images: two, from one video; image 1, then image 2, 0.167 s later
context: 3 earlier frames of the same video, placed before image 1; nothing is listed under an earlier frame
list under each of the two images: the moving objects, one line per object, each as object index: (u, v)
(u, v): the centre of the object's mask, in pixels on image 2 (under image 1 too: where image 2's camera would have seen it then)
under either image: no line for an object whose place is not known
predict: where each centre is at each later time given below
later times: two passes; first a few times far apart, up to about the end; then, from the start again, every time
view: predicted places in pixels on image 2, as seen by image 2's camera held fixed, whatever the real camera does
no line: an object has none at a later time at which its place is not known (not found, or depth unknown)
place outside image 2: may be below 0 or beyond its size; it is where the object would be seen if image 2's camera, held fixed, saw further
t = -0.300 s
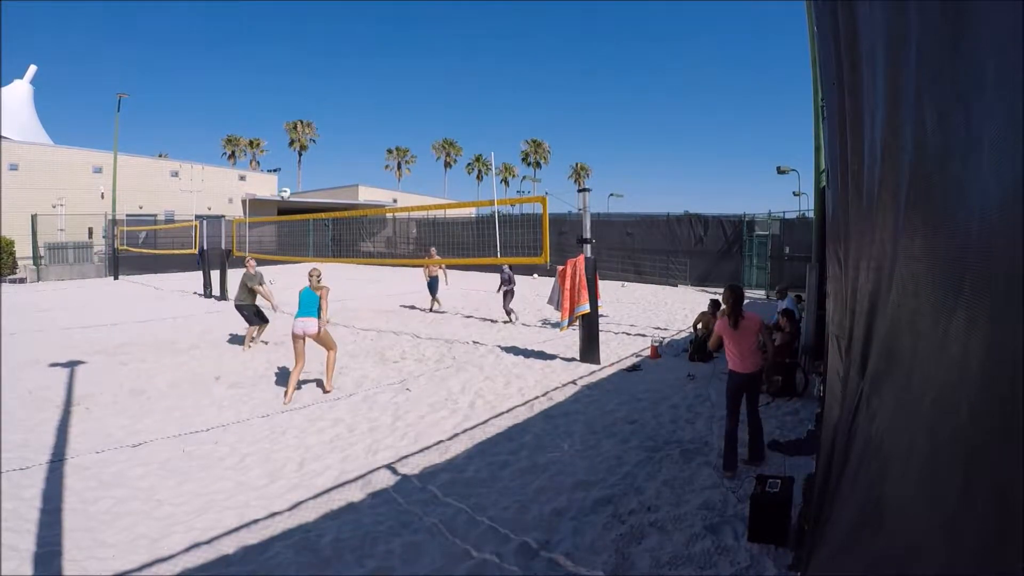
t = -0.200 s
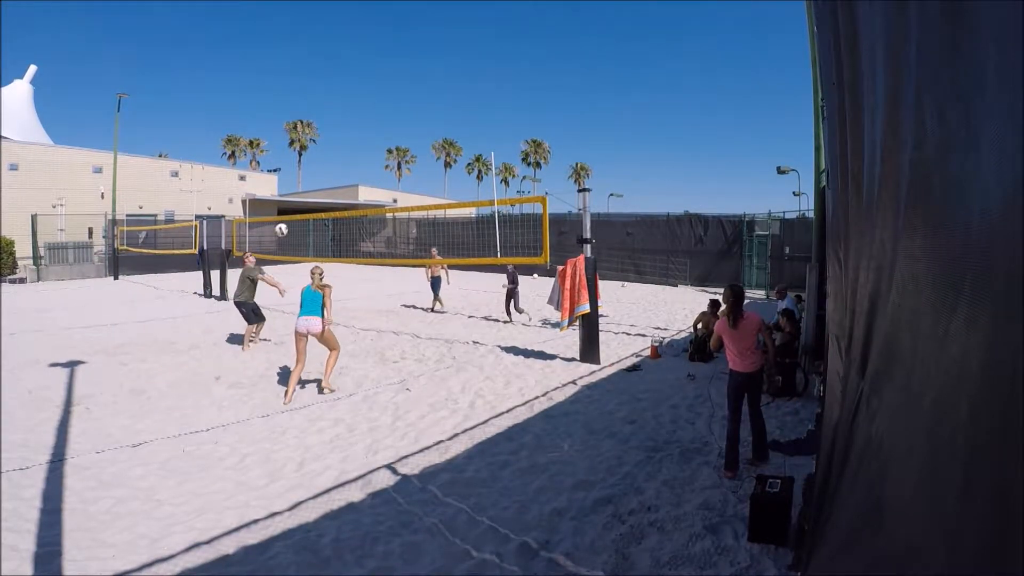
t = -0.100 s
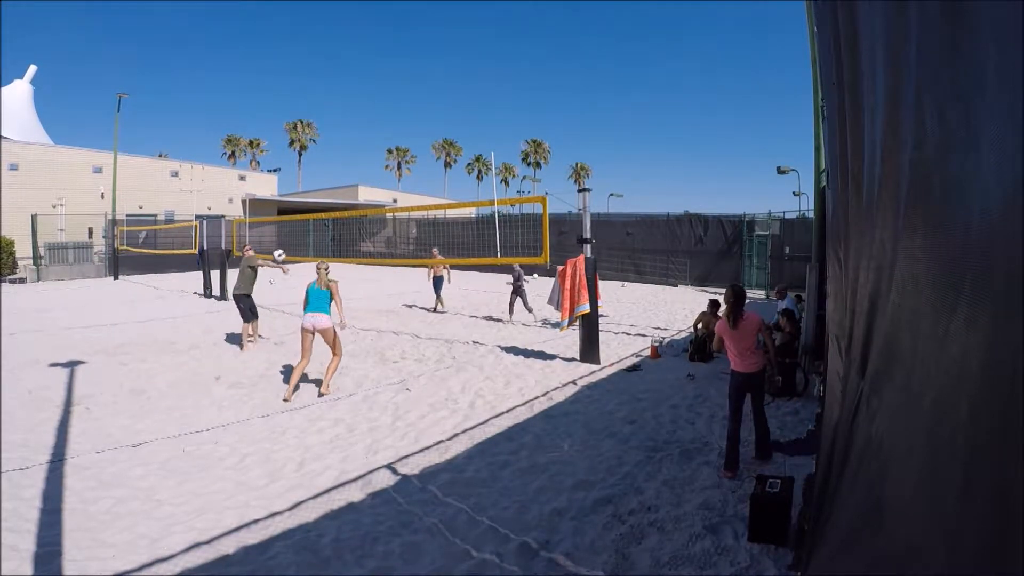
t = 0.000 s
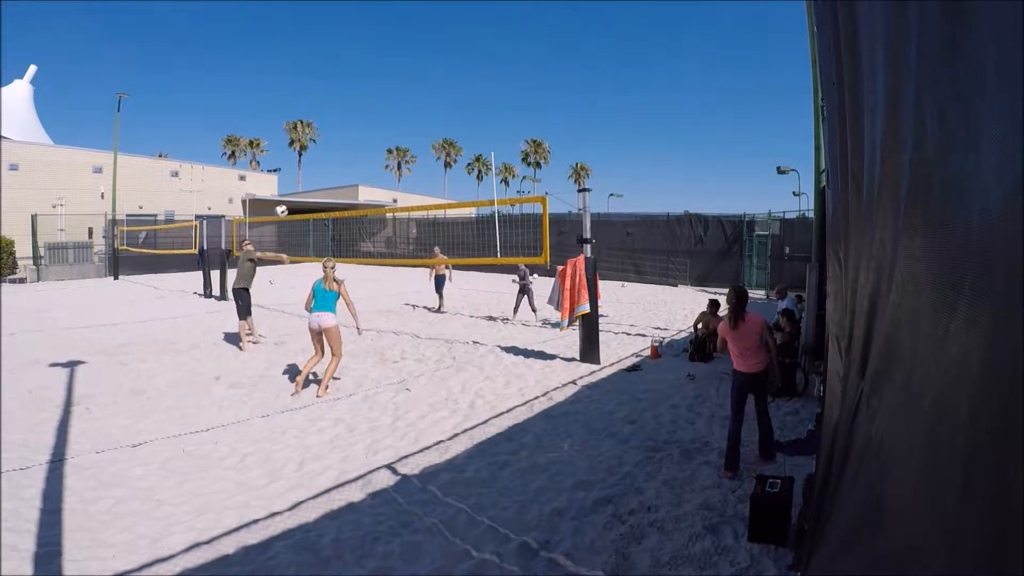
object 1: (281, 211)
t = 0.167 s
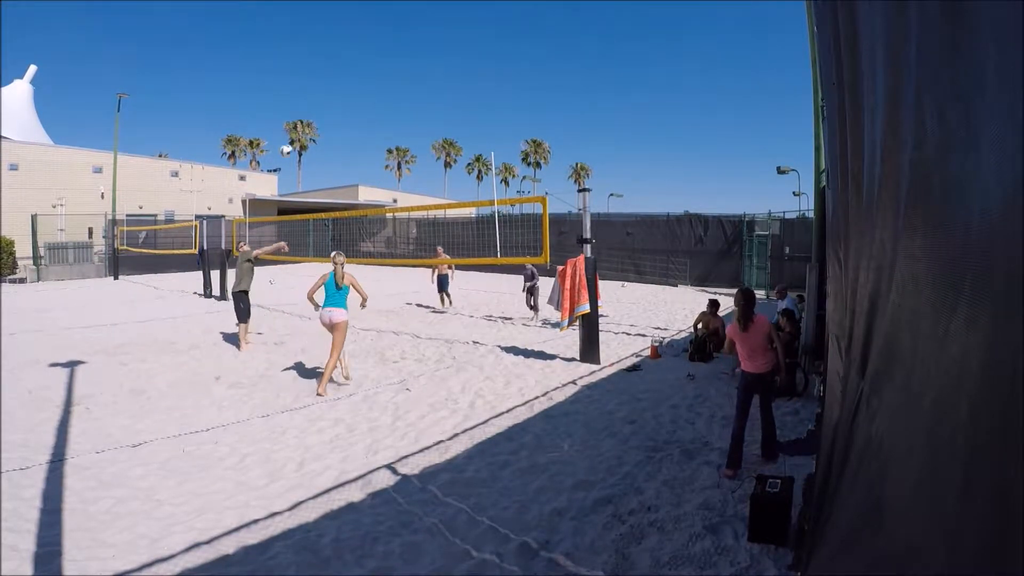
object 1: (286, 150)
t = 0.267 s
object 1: (289, 122)
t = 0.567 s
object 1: (297, 71)
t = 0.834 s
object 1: (303, 68)
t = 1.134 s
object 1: (308, 115)
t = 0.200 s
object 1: (287, 140)
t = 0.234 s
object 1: (287, 130)
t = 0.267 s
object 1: (289, 122)
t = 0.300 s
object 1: (289, 114)
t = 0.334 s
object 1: (291, 106)
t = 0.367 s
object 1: (292, 99)
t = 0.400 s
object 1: (293, 93)
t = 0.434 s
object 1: (294, 88)
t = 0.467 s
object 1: (294, 82)
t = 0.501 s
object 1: (296, 78)
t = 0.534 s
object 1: (296, 74)
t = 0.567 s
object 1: (297, 71)
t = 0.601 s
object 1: (298, 68)
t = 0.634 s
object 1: (299, 66)
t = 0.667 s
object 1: (300, 65)
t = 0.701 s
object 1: (301, 65)
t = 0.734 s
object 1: (301, 64)
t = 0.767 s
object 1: (302, 65)
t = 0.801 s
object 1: (302, 66)
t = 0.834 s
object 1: (303, 68)
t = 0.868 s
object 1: (304, 71)
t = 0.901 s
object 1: (304, 74)
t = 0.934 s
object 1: (305, 78)
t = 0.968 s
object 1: (305, 82)
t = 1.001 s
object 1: (306, 88)
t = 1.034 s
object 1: (306, 94)
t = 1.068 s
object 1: (307, 100)
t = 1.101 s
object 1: (307, 108)
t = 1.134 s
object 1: (308, 115)
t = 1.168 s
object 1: (309, 124)
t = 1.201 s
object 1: (309, 135)
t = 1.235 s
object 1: (309, 145)
